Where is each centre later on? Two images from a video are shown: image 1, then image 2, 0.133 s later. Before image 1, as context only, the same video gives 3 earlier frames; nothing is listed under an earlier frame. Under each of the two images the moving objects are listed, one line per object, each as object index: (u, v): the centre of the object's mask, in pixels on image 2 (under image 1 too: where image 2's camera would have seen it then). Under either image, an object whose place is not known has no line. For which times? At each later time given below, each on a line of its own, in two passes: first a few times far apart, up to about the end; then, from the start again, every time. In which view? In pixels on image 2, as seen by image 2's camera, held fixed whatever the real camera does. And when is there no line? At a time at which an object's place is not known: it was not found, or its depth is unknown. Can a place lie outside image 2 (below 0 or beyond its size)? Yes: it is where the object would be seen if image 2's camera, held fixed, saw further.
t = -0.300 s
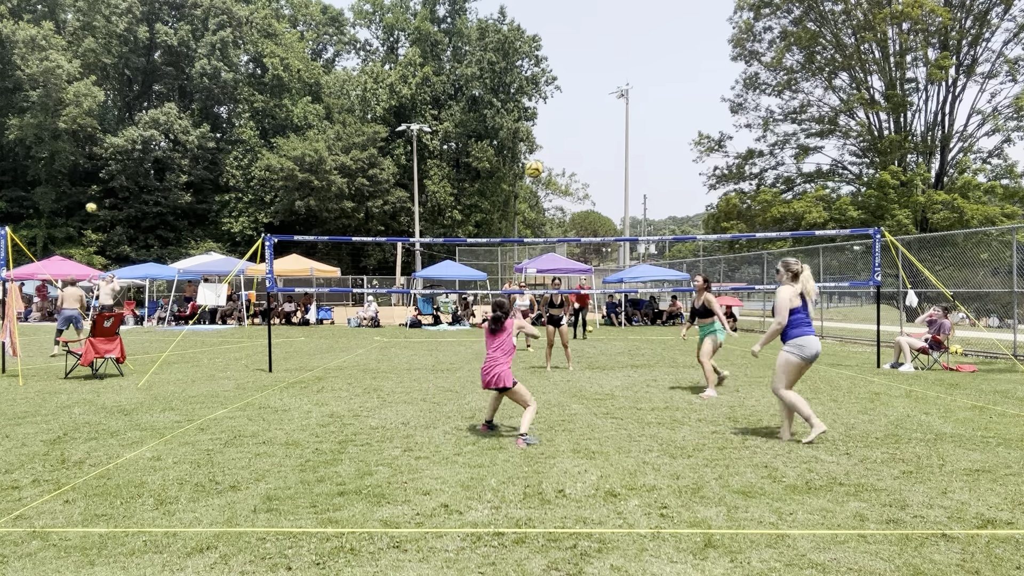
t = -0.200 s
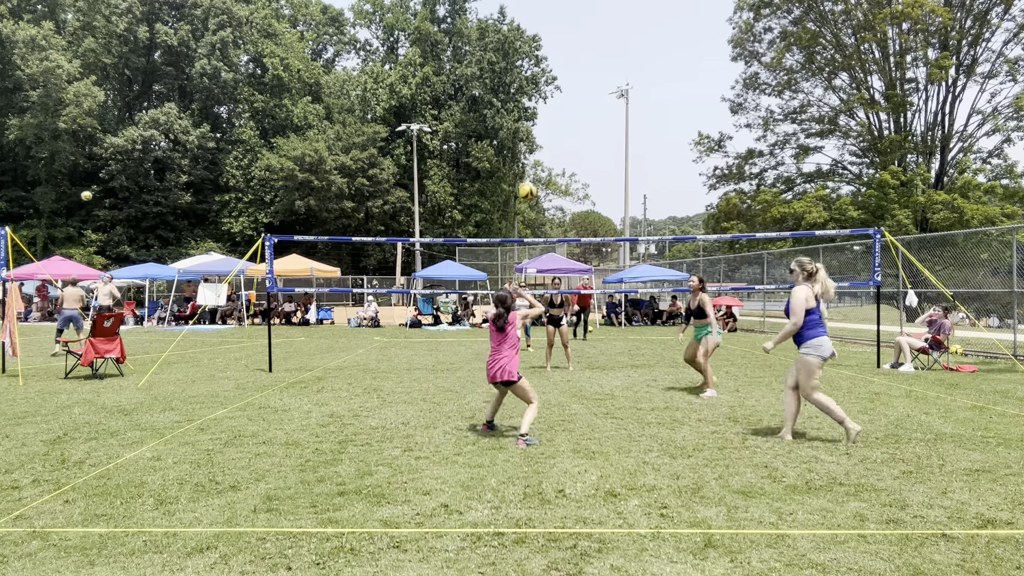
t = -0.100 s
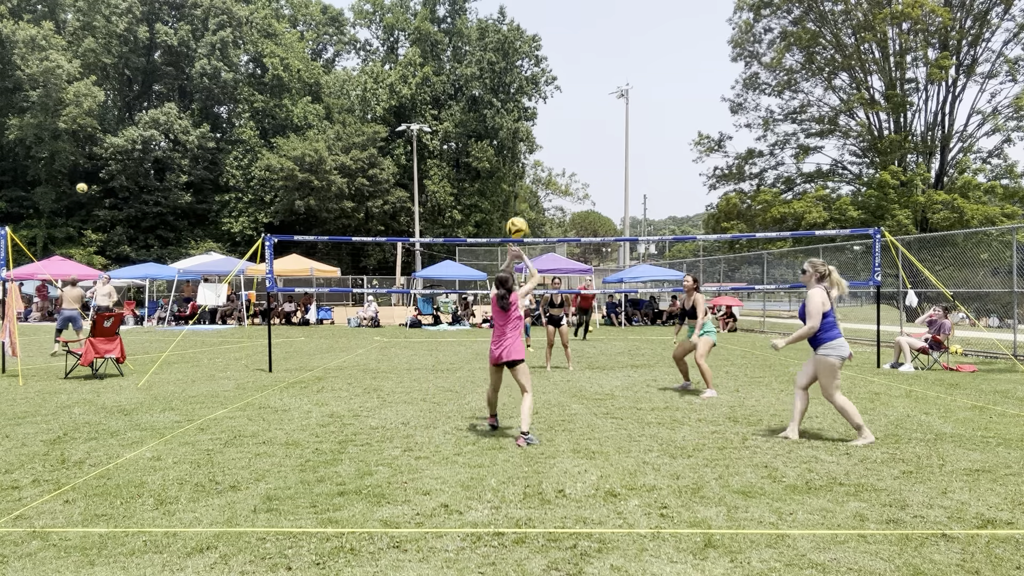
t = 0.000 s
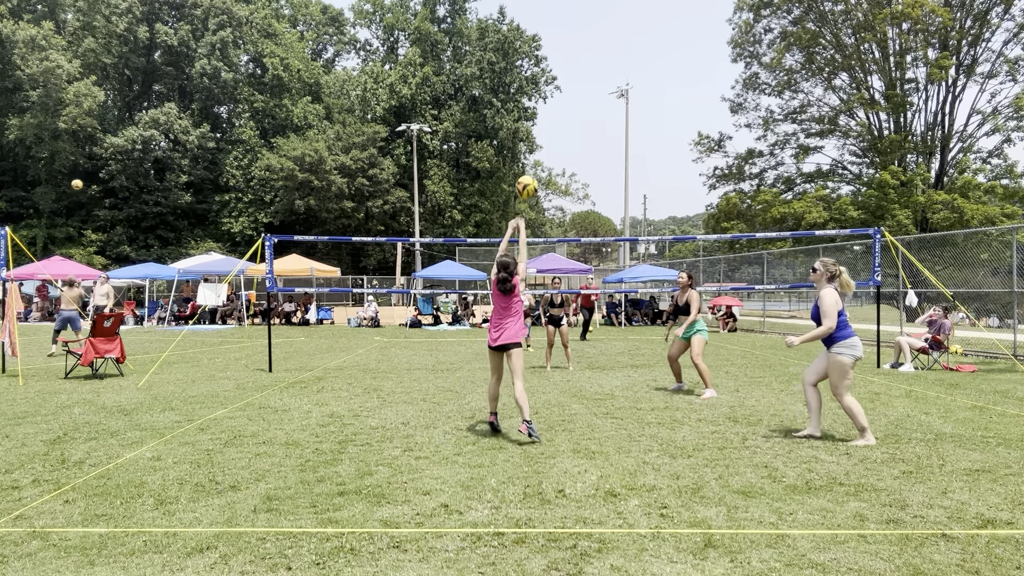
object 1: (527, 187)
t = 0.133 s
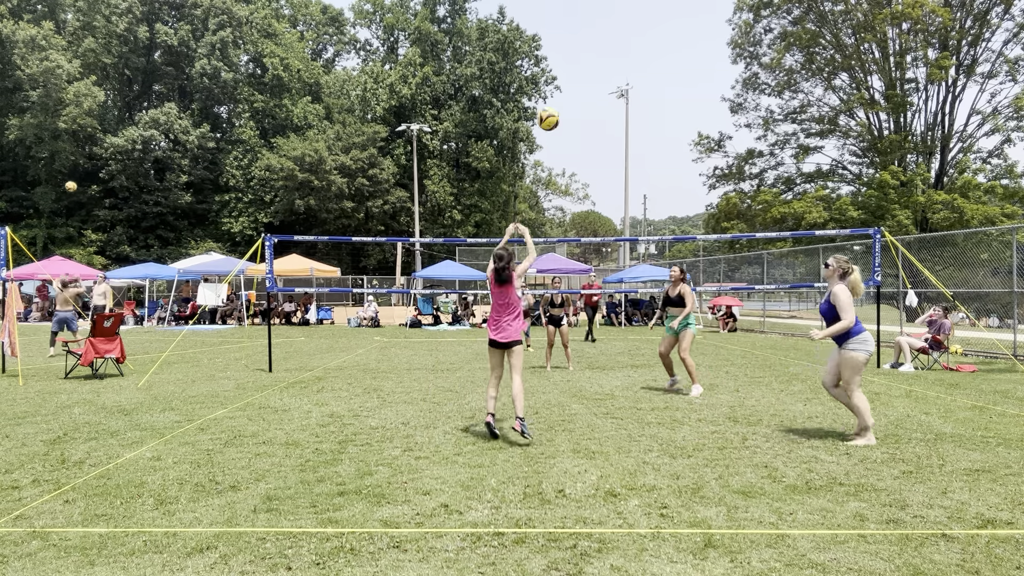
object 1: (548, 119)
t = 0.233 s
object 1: (565, 80)
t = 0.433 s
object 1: (600, 32)
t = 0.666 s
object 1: (643, 32)
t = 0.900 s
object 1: (686, 92)
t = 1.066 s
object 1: (718, 172)
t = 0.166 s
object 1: (553, 105)
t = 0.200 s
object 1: (559, 91)
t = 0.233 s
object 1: (565, 80)
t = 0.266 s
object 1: (571, 69)
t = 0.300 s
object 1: (577, 59)
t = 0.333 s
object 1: (582, 50)
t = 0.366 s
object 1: (588, 43)
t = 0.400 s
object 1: (594, 37)
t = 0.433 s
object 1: (600, 32)
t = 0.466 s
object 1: (606, 28)
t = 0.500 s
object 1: (612, 26)
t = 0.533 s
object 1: (618, 25)
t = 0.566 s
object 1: (624, 25)
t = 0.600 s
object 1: (630, 25)
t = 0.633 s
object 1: (637, 28)
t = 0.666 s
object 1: (643, 32)
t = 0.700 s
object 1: (649, 37)
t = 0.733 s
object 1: (656, 43)
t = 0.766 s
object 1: (662, 51)
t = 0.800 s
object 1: (668, 60)
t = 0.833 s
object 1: (674, 69)
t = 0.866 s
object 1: (680, 80)
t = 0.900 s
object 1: (686, 92)
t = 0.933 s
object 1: (692, 106)
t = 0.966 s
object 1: (699, 120)
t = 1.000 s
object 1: (705, 137)
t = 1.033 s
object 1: (711, 153)
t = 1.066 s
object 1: (718, 172)
